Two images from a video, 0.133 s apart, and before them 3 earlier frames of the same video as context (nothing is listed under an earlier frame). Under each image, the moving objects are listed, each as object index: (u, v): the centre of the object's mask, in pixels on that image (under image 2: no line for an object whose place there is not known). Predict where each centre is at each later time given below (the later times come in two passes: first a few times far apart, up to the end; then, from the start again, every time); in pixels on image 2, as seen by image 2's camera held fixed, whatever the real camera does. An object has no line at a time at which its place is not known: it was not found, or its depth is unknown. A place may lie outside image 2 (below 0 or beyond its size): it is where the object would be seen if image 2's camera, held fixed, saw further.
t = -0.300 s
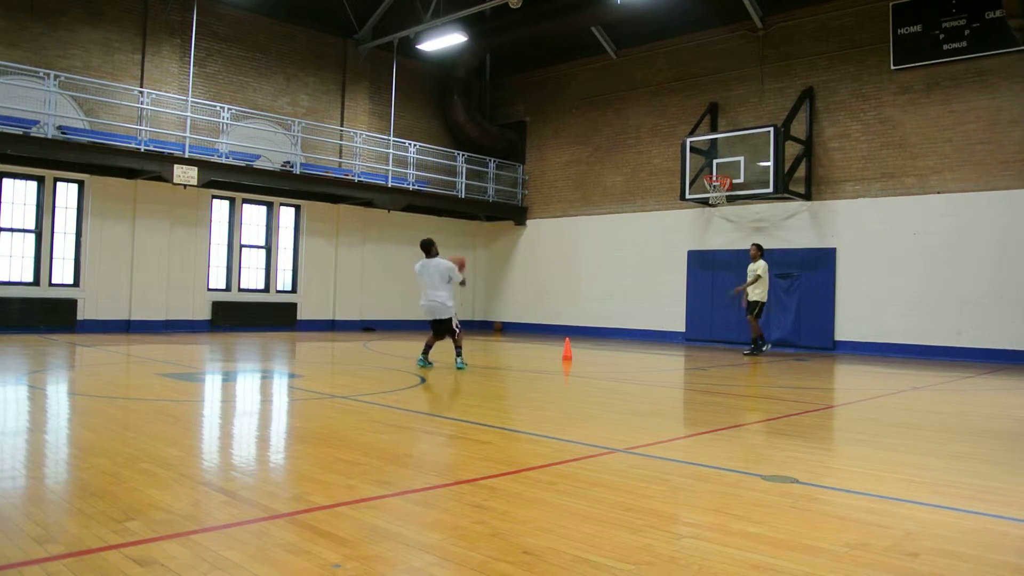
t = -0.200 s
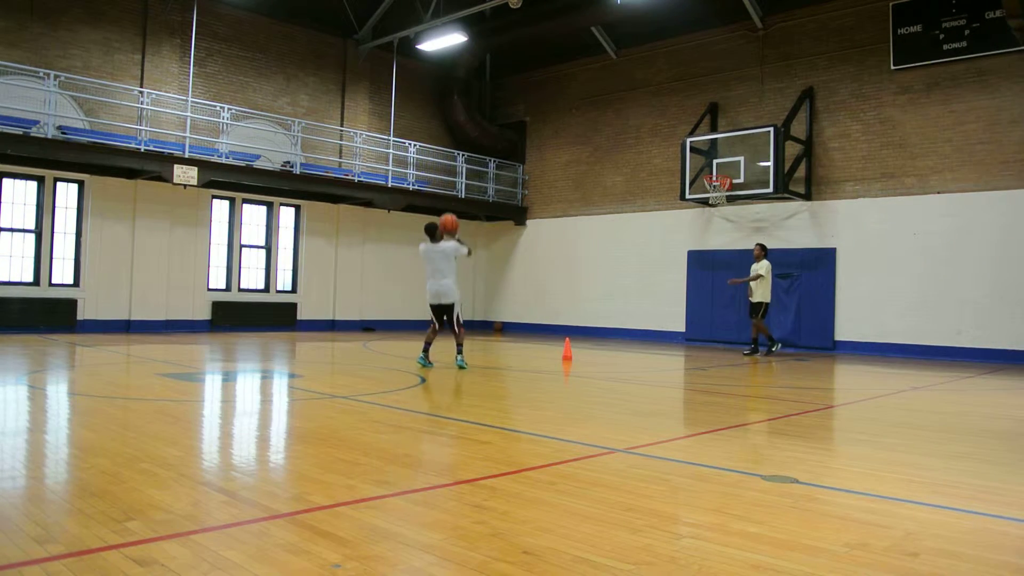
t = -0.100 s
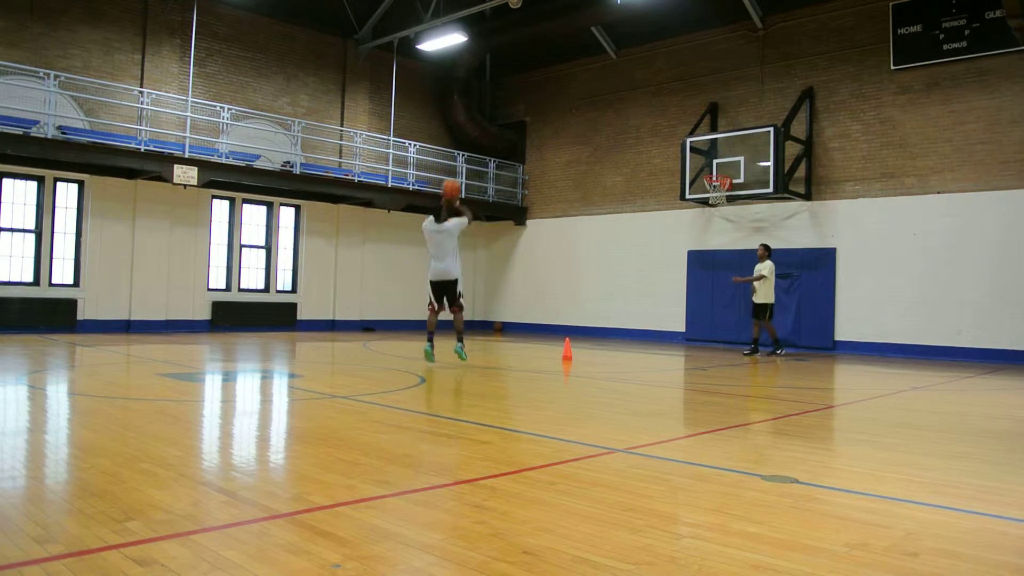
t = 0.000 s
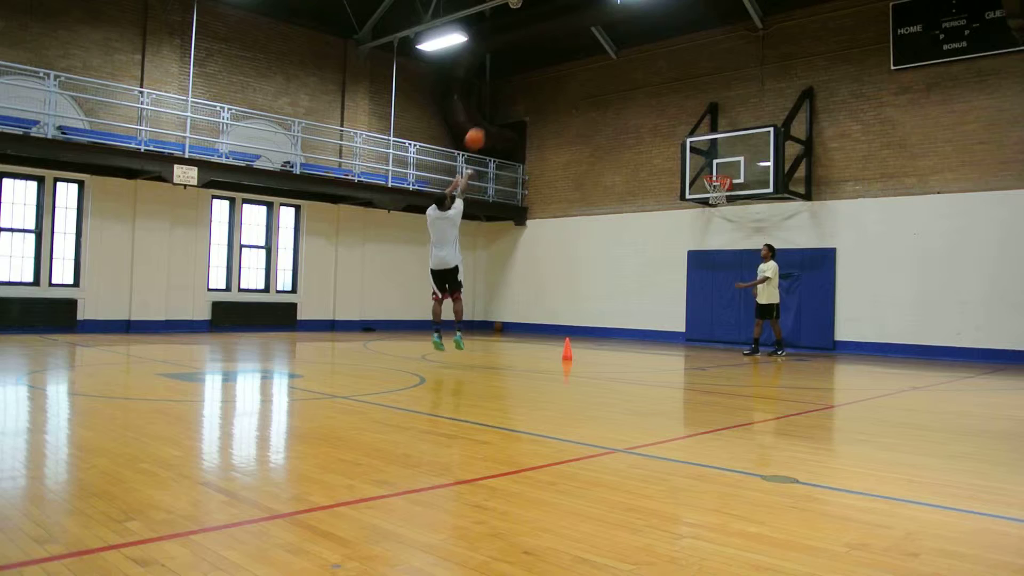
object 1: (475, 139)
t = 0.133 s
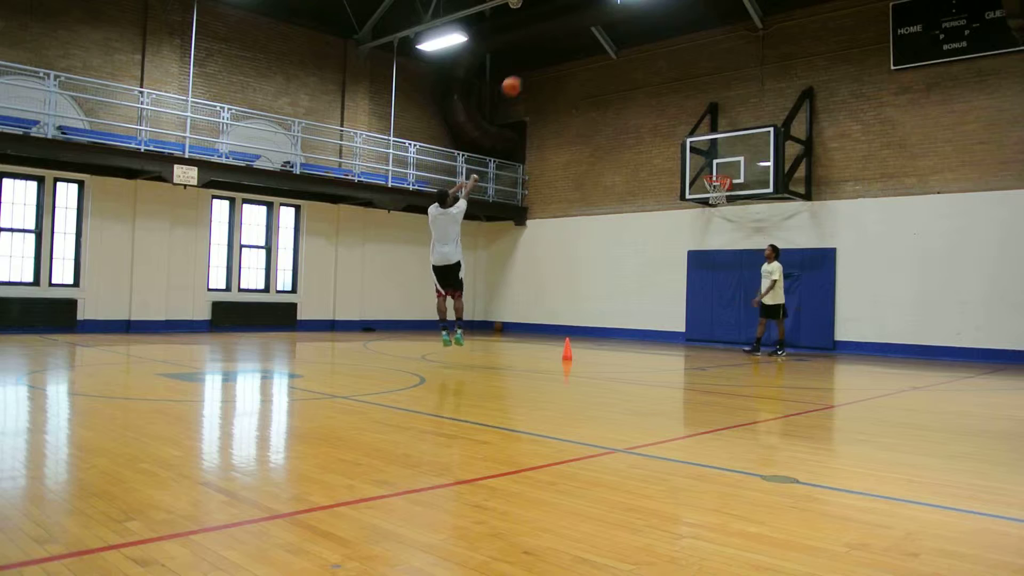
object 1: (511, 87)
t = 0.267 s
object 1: (544, 52)
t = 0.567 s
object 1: (605, 27)
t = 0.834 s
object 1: (648, 52)
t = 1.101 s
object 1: (684, 114)
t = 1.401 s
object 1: (709, 155)
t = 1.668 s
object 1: (712, 142)
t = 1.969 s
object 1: (697, 157)
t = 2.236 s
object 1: (683, 215)
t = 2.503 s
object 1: (666, 313)
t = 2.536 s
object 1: (664, 330)
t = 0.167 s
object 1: (520, 76)
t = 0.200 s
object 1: (528, 67)
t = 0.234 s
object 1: (536, 59)
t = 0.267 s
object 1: (544, 52)
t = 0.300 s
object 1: (551, 46)
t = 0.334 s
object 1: (559, 41)
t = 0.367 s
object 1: (566, 36)
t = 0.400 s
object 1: (573, 33)
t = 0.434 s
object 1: (579, 30)
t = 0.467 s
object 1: (586, 28)
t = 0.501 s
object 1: (593, 27)
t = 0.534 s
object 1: (599, 26)
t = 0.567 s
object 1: (605, 27)
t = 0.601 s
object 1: (610, 28)
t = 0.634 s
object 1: (616, 30)
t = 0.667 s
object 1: (622, 32)
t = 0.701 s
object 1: (628, 35)
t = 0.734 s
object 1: (633, 38)
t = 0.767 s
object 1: (639, 42)
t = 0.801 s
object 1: (643, 47)
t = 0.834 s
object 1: (648, 52)
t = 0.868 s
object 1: (653, 58)
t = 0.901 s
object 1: (658, 65)
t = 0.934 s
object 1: (662, 72)
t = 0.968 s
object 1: (667, 79)
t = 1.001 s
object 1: (671, 87)
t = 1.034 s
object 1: (675, 96)
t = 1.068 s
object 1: (680, 104)
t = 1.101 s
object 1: (684, 114)
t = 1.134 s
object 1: (688, 125)
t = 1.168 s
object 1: (693, 135)
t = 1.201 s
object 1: (697, 147)
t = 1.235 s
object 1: (700, 157)
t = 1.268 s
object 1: (704, 169)
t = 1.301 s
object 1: (705, 168)
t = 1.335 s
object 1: (706, 164)
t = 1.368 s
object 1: (707, 159)
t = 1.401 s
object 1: (709, 155)
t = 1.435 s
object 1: (710, 152)
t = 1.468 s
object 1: (710, 150)
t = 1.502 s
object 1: (712, 147)
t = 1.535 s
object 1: (713, 146)
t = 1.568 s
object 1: (714, 145)
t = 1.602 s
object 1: (715, 145)
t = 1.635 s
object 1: (714, 143)
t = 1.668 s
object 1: (712, 142)
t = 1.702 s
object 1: (711, 141)
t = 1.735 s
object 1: (709, 141)
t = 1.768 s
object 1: (708, 141)
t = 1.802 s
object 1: (705, 143)
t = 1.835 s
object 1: (704, 144)
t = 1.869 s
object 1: (702, 146)
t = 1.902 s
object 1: (700, 149)
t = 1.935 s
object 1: (699, 153)
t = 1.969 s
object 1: (697, 157)
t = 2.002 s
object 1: (696, 162)
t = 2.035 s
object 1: (694, 169)
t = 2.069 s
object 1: (692, 174)
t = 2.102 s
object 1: (690, 181)
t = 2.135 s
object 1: (689, 189)
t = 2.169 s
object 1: (686, 196)
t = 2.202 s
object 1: (684, 205)
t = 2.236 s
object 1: (683, 215)
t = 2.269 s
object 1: (681, 225)
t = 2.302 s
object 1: (679, 236)
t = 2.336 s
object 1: (677, 247)
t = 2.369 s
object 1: (675, 259)
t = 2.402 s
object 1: (673, 271)
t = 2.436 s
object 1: (671, 285)
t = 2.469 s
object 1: (669, 298)
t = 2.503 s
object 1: (666, 313)
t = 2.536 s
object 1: (664, 330)
